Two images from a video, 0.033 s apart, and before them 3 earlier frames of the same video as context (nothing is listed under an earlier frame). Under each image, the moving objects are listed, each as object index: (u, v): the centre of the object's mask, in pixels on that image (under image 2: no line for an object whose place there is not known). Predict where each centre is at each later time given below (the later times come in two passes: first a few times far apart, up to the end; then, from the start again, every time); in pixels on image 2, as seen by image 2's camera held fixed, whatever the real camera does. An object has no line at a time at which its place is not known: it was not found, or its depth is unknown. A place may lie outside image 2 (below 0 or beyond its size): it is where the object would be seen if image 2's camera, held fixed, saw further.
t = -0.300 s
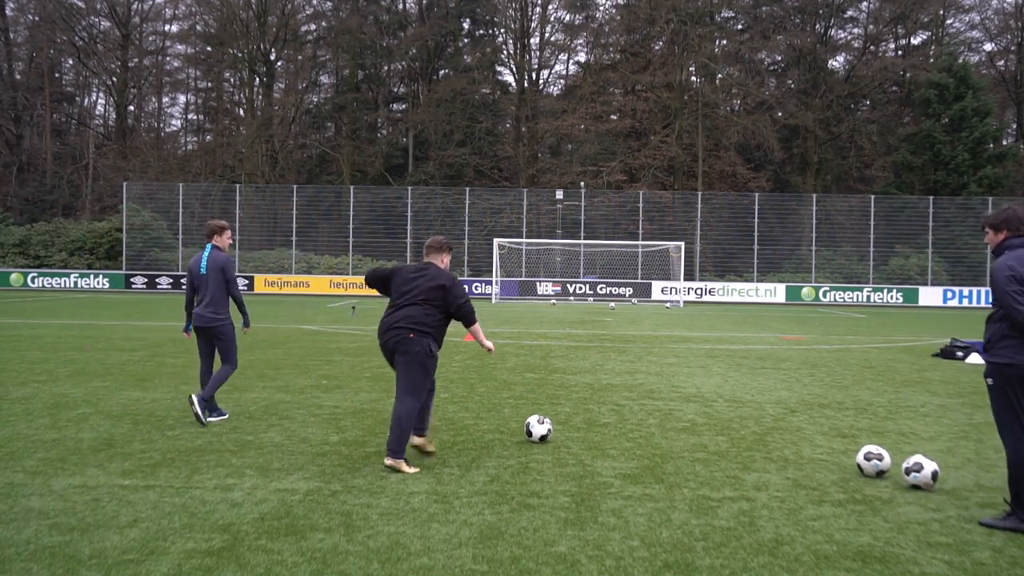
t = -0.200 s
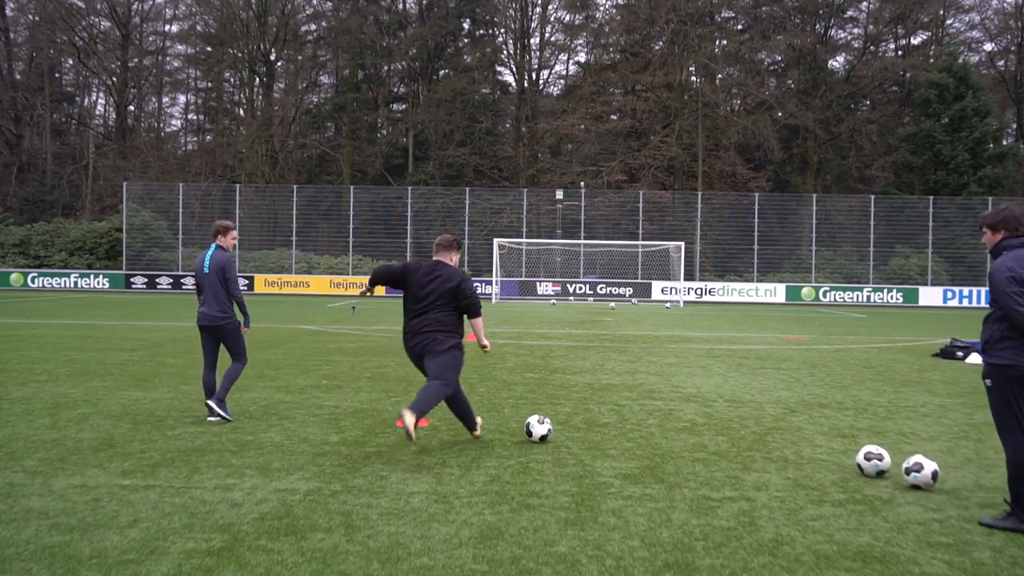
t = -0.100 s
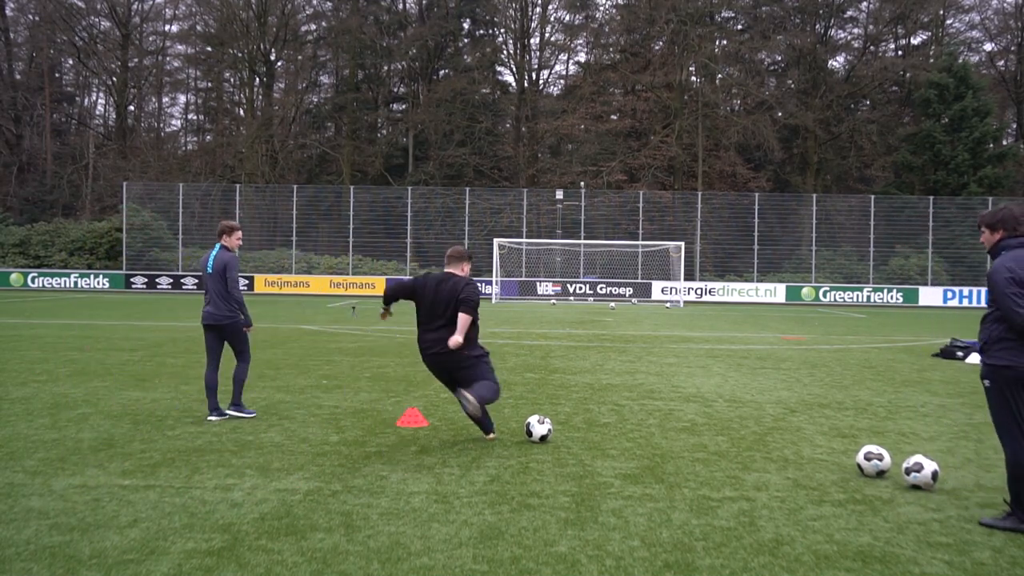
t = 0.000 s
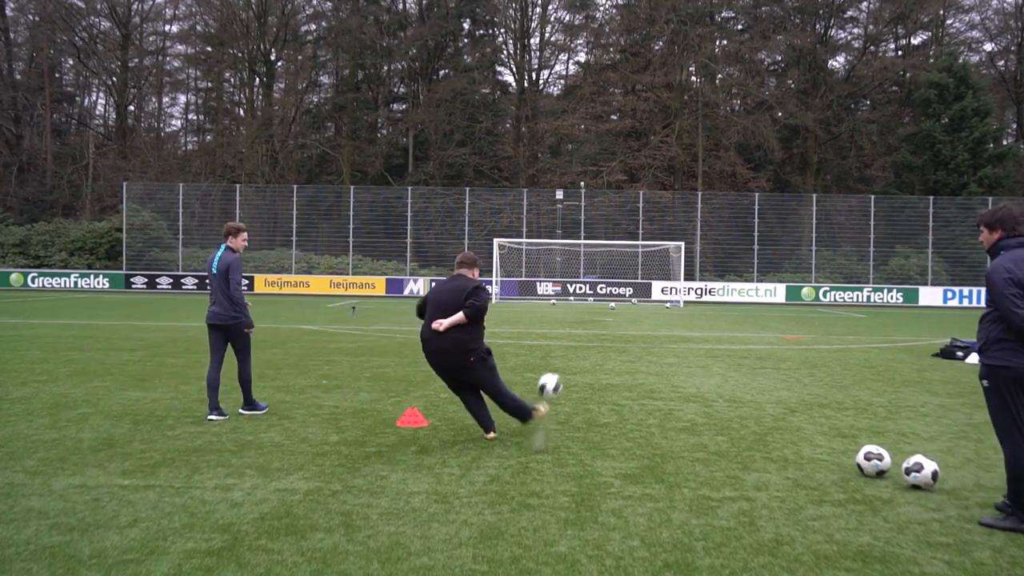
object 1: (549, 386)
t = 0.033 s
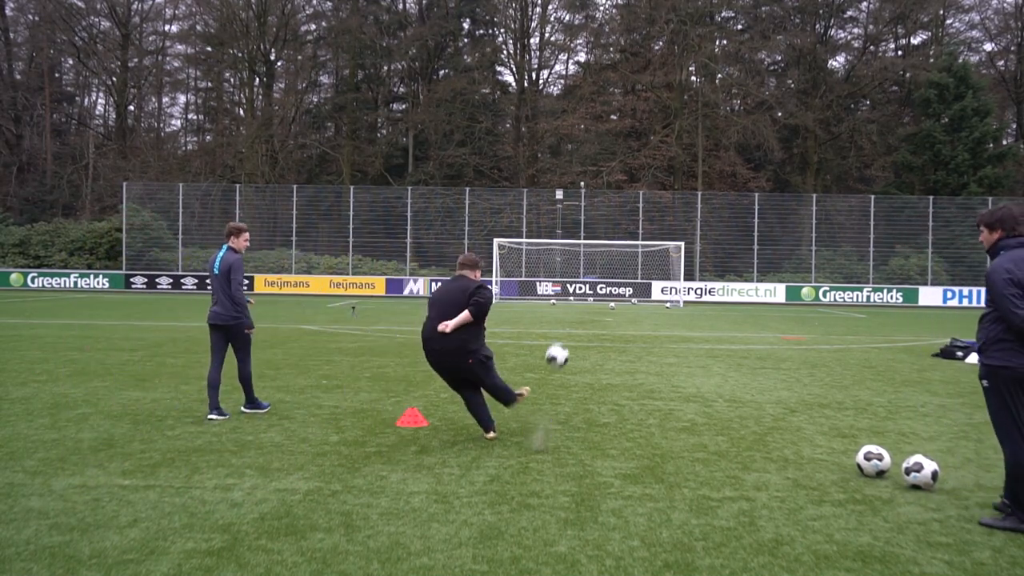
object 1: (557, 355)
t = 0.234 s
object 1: (586, 250)
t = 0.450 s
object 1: (606, 206)
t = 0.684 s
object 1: (619, 190)
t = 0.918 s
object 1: (629, 189)
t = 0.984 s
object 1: (631, 190)
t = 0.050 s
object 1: (561, 342)
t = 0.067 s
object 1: (563, 330)
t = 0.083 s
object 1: (567, 319)
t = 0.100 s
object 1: (569, 309)
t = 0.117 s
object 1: (572, 300)
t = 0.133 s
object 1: (575, 291)
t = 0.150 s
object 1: (577, 284)
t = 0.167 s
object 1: (579, 275)
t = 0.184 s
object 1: (581, 268)
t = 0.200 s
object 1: (584, 262)
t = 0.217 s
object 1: (585, 256)
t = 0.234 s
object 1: (586, 250)
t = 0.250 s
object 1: (588, 246)
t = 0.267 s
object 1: (590, 240)
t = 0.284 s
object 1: (592, 236)
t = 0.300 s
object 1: (593, 233)
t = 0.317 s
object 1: (595, 228)
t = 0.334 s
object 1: (597, 225)
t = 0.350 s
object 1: (598, 222)
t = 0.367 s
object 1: (599, 218)
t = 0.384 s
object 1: (601, 215)
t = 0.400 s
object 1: (602, 213)
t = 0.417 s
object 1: (603, 210)
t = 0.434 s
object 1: (604, 207)
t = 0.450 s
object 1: (606, 206)
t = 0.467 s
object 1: (607, 204)
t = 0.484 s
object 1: (608, 202)
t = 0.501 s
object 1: (609, 201)
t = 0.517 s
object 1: (610, 199)
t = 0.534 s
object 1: (611, 197)
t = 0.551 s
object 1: (612, 196)
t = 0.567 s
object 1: (613, 195)
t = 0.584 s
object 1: (614, 194)
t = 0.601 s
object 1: (615, 193)
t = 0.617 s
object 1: (616, 192)
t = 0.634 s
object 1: (617, 191)
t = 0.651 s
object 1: (617, 190)
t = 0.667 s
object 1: (618, 190)
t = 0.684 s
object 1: (619, 190)
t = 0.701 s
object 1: (620, 189)
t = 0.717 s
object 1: (621, 188)
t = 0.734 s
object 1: (622, 188)
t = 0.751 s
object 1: (622, 188)
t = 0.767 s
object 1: (623, 188)
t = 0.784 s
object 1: (623, 188)
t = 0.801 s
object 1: (624, 188)
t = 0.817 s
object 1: (625, 188)
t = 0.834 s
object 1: (625, 188)
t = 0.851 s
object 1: (626, 188)
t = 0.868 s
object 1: (627, 188)
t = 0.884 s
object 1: (627, 188)
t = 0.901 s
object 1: (628, 188)
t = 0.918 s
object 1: (629, 189)
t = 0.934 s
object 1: (629, 189)
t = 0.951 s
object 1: (630, 189)
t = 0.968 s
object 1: (630, 190)
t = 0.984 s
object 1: (631, 190)
